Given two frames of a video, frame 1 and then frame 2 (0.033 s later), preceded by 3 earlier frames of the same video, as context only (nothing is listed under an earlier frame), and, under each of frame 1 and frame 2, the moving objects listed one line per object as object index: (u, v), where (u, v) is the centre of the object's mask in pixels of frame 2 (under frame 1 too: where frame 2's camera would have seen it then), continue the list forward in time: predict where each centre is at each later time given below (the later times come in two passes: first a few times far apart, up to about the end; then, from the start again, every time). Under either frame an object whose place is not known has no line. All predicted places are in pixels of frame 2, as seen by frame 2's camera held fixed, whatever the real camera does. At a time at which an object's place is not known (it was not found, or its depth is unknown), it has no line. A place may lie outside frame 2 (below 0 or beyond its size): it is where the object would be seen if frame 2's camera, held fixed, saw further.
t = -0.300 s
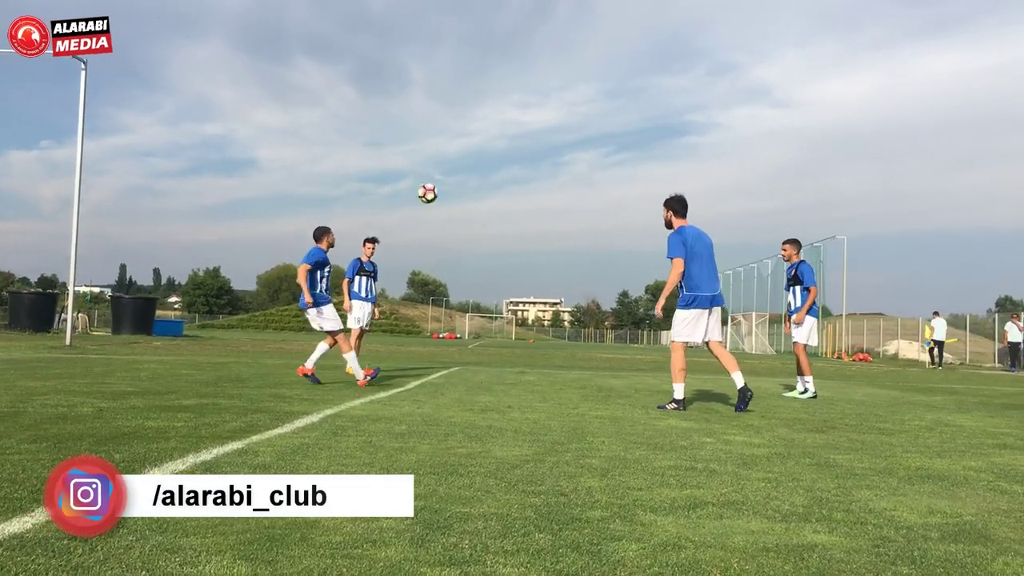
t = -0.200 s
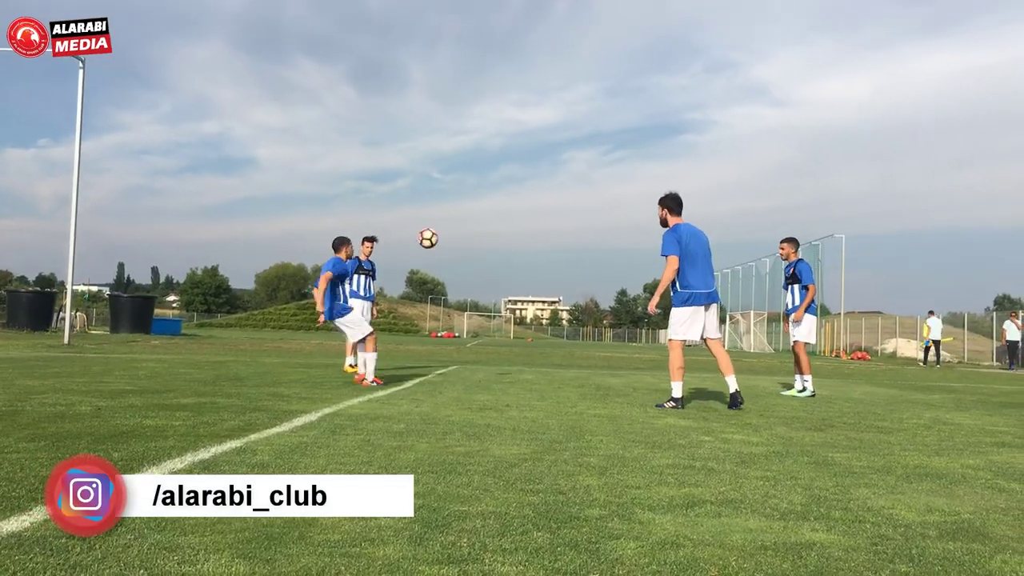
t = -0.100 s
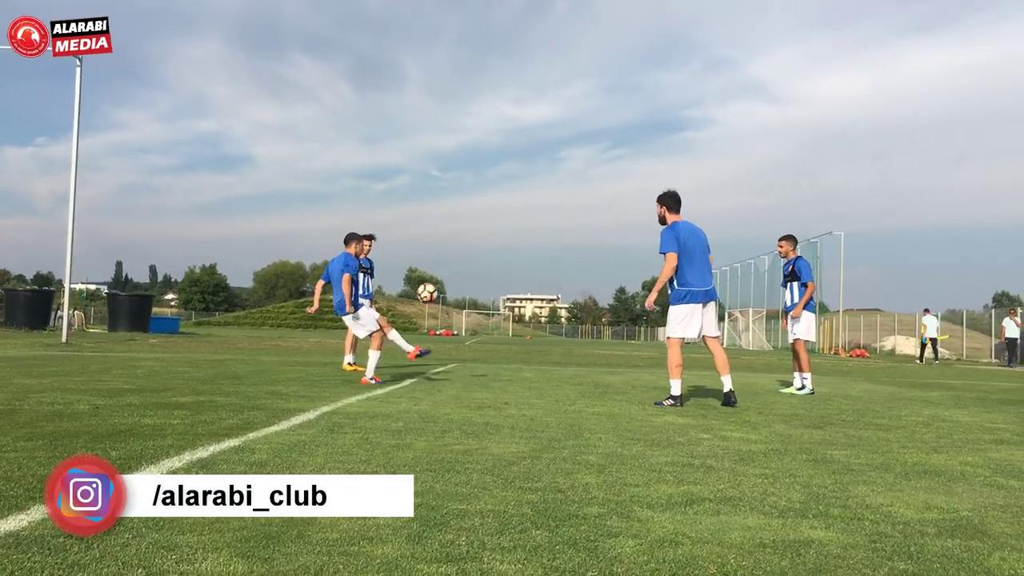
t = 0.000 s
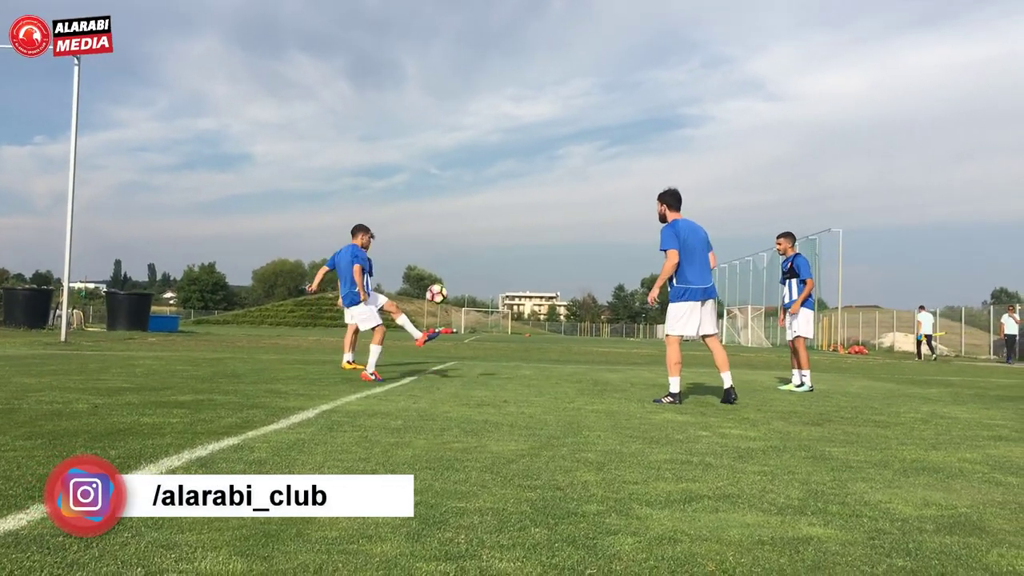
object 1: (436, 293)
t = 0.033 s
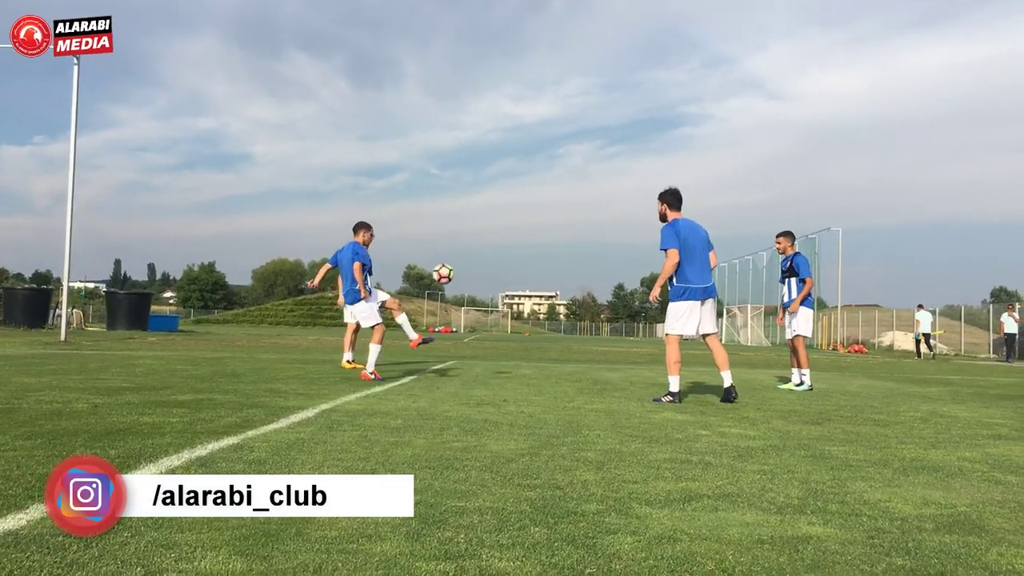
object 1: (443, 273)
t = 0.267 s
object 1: (488, 163)
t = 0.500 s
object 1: (532, 98)
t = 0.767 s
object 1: (584, 85)
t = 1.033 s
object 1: (639, 146)
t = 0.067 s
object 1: (449, 255)
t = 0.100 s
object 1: (456, 238)
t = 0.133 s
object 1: (462, 221)
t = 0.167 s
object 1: (468, 205)
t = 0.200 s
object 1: (475, 190)
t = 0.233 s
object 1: (481, 176)
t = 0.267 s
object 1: (488, 163)
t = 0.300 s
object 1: (494, 151)
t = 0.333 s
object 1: (500, 140)
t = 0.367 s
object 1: (506, 130)
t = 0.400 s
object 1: (513, 120)
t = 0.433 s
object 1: (519, 111)
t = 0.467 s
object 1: (525, 104)
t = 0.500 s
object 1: (532, 98)
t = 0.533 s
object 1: (538, 92)
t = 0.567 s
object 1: (545, 88)
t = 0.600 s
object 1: (551, 85)
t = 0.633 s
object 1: (558, 82)
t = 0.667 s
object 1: (564, 82)
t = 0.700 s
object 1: (571, 81)
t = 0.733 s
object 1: (577, 83)
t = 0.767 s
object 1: (584, 85)
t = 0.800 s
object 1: (591, 88)
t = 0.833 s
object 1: (597, 93)
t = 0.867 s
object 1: (604, 98)
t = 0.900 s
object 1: (611, 106)
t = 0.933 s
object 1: (618, 114)
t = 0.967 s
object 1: (625, 123)
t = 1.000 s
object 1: (632, 134)
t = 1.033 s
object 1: (639, 146)
